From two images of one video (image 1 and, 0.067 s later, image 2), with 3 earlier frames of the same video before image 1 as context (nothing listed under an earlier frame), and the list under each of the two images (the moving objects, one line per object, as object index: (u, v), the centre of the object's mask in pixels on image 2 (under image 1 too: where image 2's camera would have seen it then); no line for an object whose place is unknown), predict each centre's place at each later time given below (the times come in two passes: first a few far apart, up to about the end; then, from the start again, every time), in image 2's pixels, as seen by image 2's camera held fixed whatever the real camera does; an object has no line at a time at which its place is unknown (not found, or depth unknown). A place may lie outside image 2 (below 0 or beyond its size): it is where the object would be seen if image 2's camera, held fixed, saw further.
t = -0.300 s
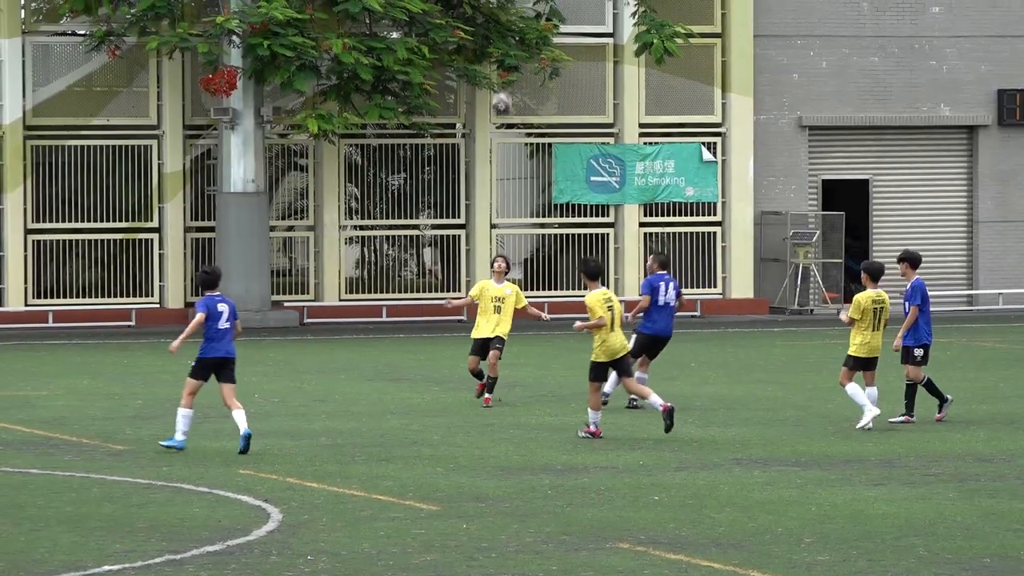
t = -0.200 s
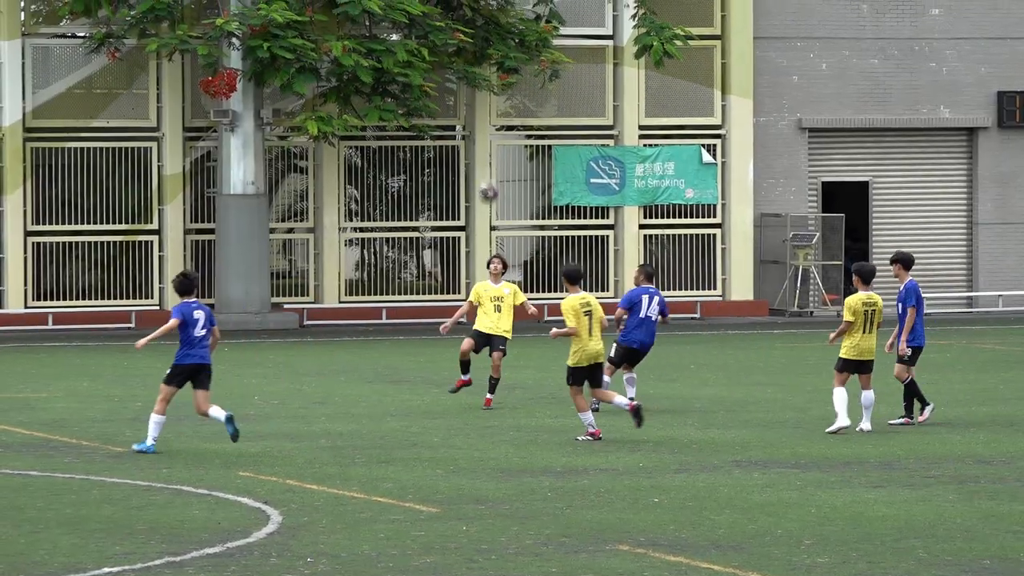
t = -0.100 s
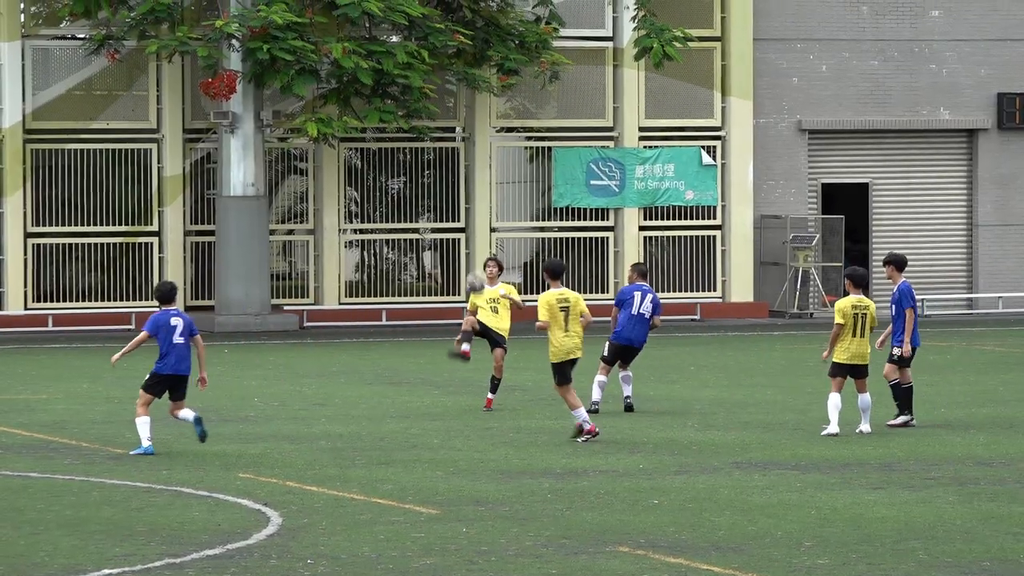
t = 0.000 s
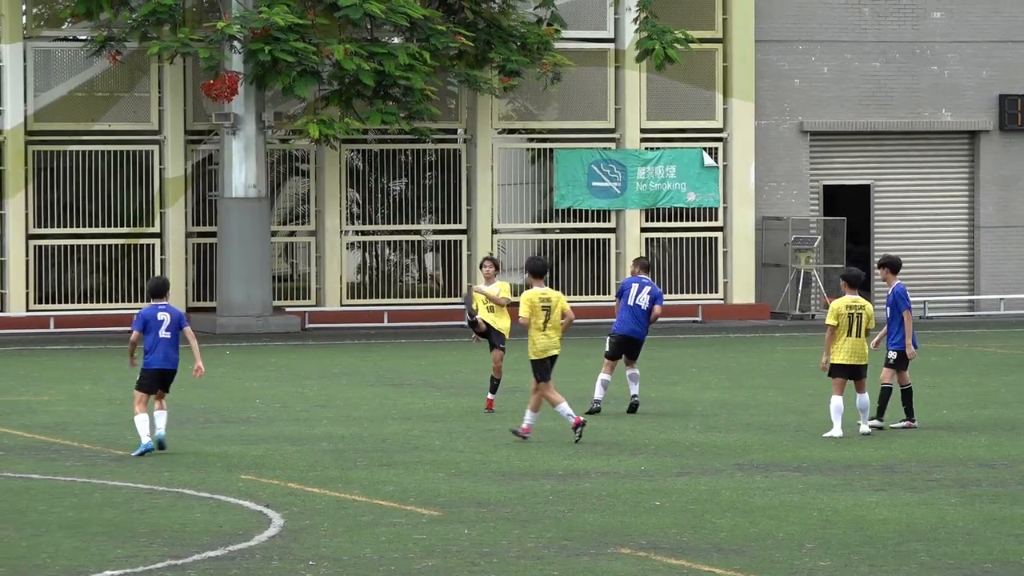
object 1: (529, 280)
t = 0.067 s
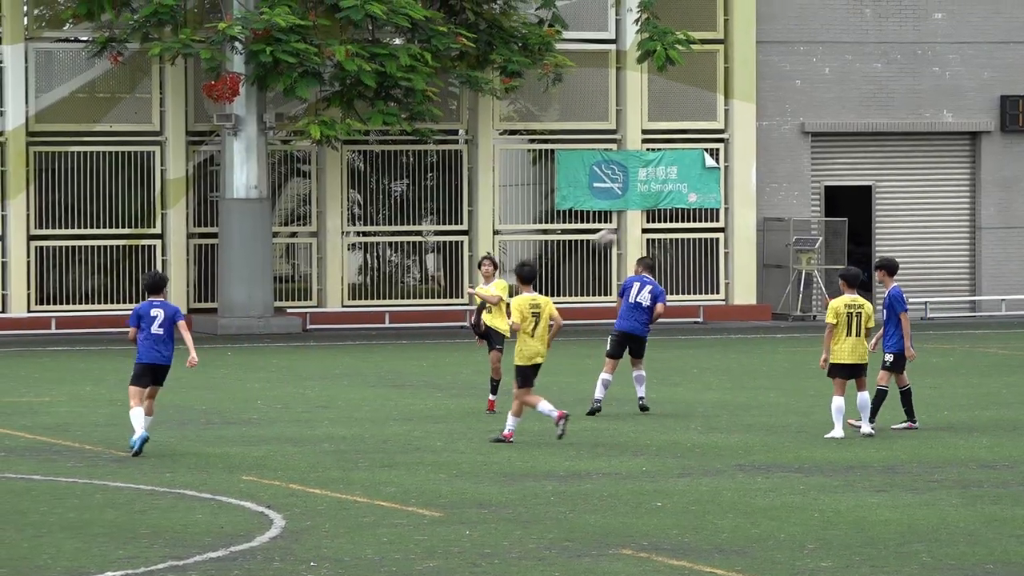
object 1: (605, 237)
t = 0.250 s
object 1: (791, 156)
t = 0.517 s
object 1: (1063, 101)
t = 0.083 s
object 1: (622, 230)
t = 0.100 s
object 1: (639, 223)
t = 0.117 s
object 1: (656, 211)
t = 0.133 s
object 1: (672, 203)
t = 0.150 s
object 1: (690, 196)
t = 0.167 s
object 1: (707, 188)
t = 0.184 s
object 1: (724, 181)
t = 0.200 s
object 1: (741, 175)
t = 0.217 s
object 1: (759, 168)
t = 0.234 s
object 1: (774, 161)
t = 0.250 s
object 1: (791, 156)
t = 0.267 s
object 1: (808, 149)
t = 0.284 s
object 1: (825, 142)
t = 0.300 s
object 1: (842, 138)
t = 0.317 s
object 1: (859, 133)
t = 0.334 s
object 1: (875, 129)
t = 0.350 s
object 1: (893, 124)
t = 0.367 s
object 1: (909, 122)
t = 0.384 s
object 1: (926, 118)
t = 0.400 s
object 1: (943, 115)
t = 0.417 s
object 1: (960, 112)
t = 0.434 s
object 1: (977, 109)
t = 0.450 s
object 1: (994, 107)
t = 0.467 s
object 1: (1010, 103)
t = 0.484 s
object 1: (1028, 102)
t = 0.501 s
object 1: (1045, 100)
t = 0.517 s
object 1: (1063, 101)
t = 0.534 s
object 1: (1081, 99)
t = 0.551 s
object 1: (1098, 99)
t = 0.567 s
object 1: (1116, 99)
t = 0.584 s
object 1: (1135, 99)
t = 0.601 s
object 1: (1153, 99)
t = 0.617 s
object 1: (1171, 99)
